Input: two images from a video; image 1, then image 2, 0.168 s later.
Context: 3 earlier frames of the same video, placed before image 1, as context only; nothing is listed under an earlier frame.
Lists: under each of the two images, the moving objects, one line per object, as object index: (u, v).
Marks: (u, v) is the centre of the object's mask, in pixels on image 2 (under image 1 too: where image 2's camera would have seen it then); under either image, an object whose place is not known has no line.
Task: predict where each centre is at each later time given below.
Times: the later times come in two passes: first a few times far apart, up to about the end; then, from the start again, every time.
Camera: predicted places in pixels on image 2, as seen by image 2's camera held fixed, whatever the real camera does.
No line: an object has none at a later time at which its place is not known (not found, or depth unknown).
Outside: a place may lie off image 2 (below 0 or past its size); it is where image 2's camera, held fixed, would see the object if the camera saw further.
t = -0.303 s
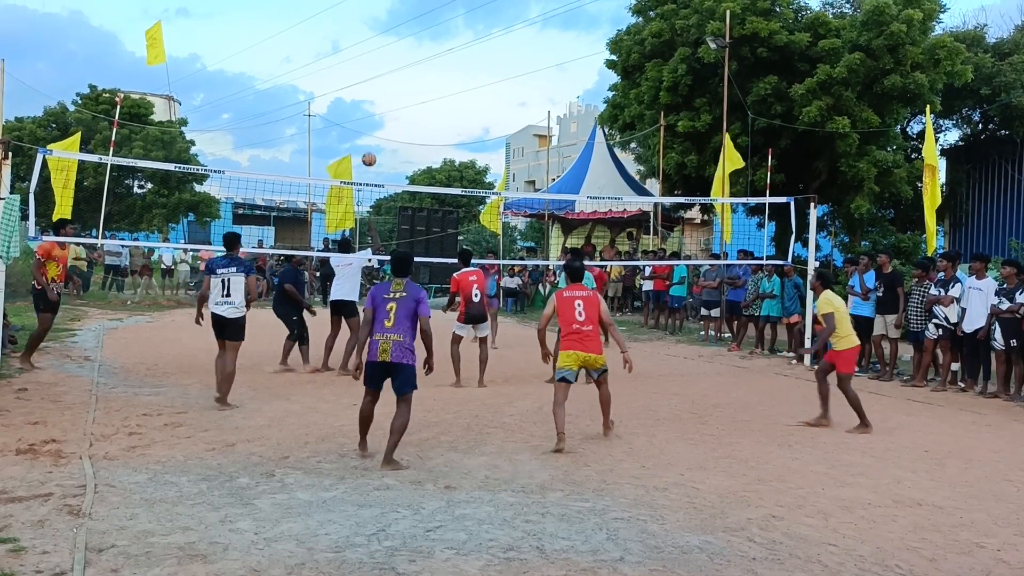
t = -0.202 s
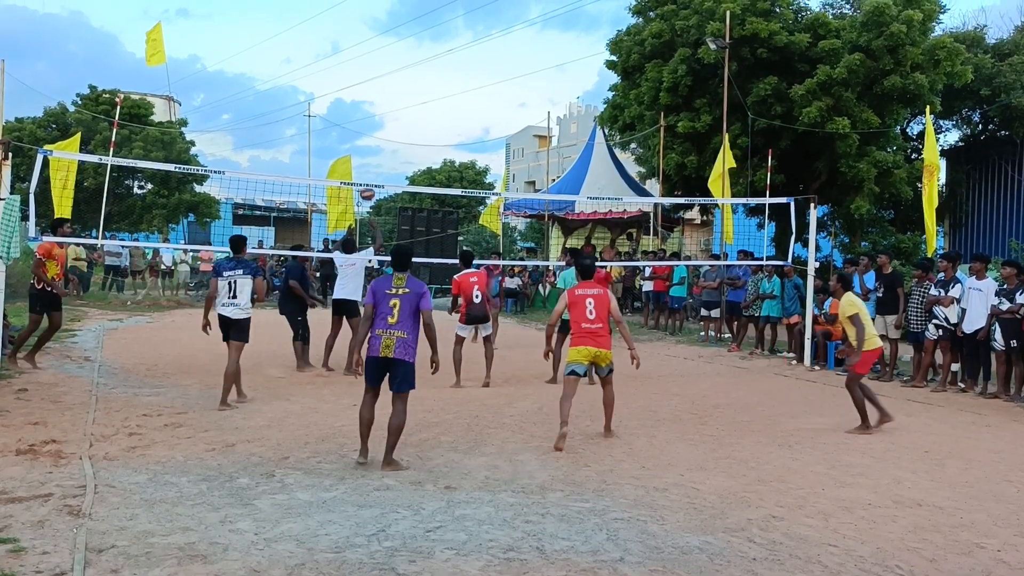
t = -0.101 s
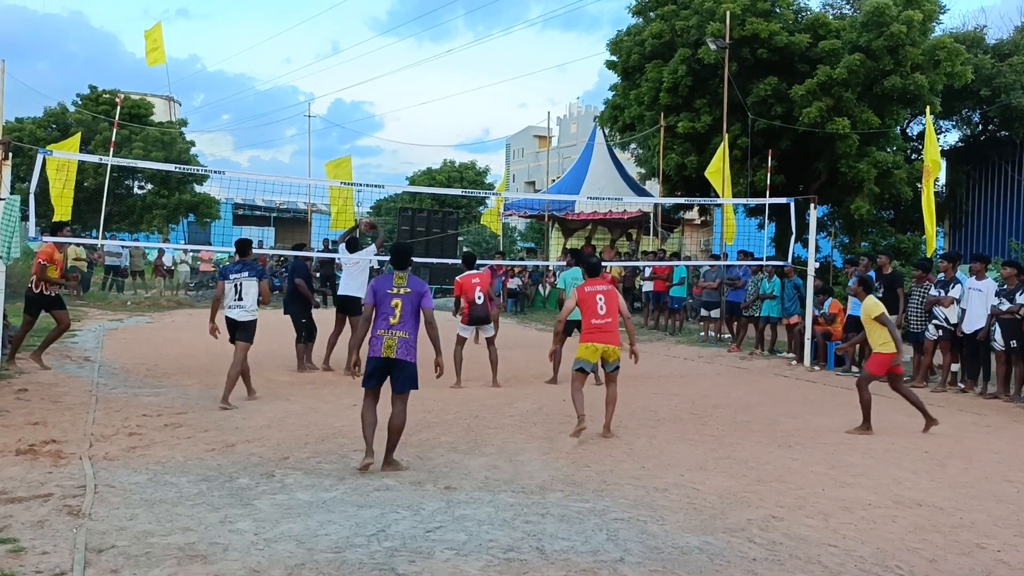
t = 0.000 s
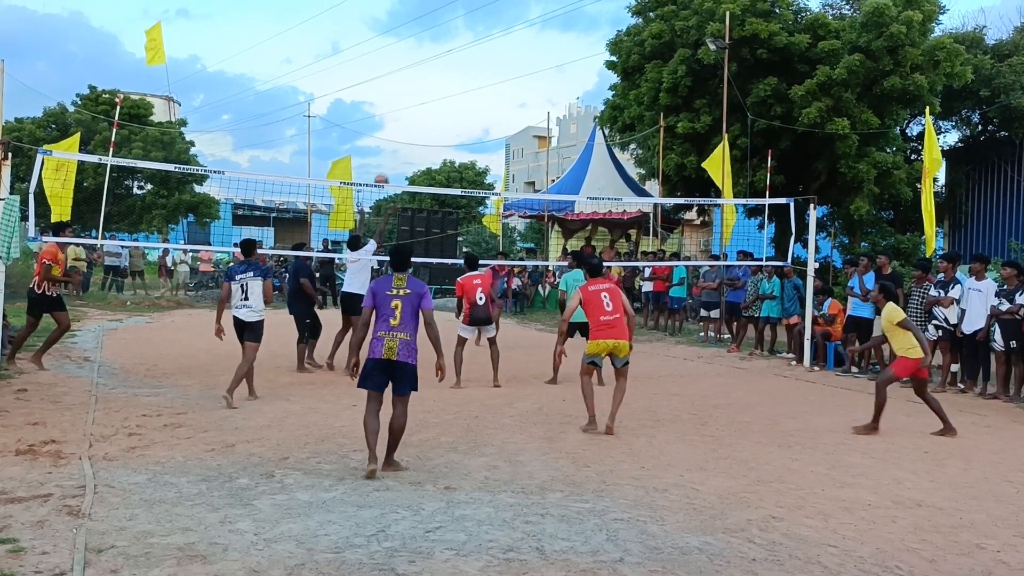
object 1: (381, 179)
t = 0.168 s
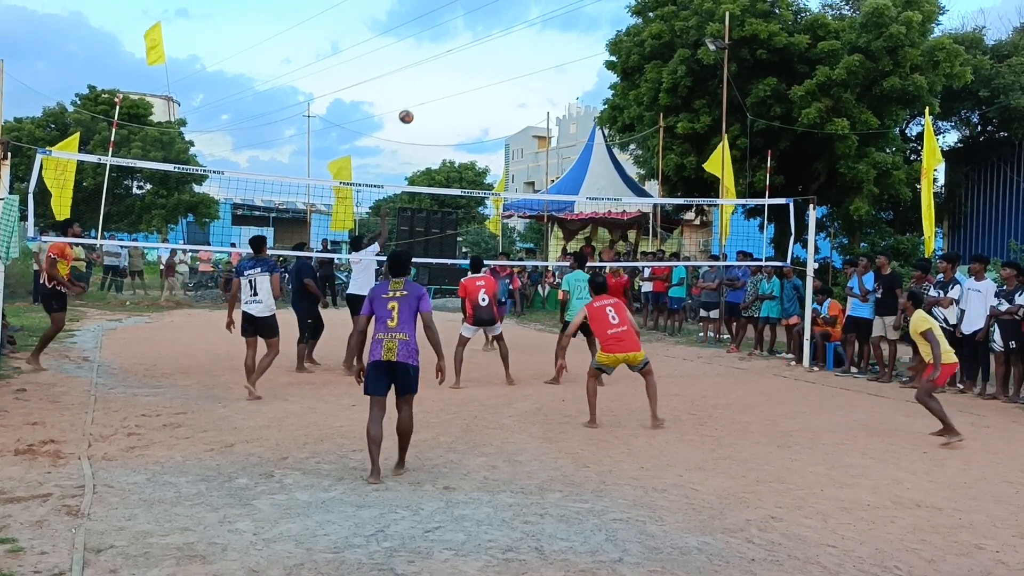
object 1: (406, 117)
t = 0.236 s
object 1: (416, 97)
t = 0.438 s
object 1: (444, 57)
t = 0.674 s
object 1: (476, 46)
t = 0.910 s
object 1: (505, 74)
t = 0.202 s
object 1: (411, 106)
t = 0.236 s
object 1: (416, 97)
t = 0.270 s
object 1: (420, 88)
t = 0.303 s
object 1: (425, 80)
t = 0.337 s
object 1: (430, 73)
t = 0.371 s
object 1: (435, 67)
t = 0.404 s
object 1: (440, 61)
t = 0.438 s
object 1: (444, 57)
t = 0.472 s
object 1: (449, 53)
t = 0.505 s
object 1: (454, 50)
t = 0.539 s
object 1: (458, 48)
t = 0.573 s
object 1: (463, 46)
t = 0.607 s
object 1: (467, 45)
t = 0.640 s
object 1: (472, 45)
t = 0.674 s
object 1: (476, 46)
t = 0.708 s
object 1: (480, 48)
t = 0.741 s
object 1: (485, 50)
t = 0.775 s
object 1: (489, 53)
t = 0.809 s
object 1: (493, 57)
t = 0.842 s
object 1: (497, 62)
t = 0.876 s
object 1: (501, 67)
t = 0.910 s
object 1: (505, 74)
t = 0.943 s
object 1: (509, 81)
